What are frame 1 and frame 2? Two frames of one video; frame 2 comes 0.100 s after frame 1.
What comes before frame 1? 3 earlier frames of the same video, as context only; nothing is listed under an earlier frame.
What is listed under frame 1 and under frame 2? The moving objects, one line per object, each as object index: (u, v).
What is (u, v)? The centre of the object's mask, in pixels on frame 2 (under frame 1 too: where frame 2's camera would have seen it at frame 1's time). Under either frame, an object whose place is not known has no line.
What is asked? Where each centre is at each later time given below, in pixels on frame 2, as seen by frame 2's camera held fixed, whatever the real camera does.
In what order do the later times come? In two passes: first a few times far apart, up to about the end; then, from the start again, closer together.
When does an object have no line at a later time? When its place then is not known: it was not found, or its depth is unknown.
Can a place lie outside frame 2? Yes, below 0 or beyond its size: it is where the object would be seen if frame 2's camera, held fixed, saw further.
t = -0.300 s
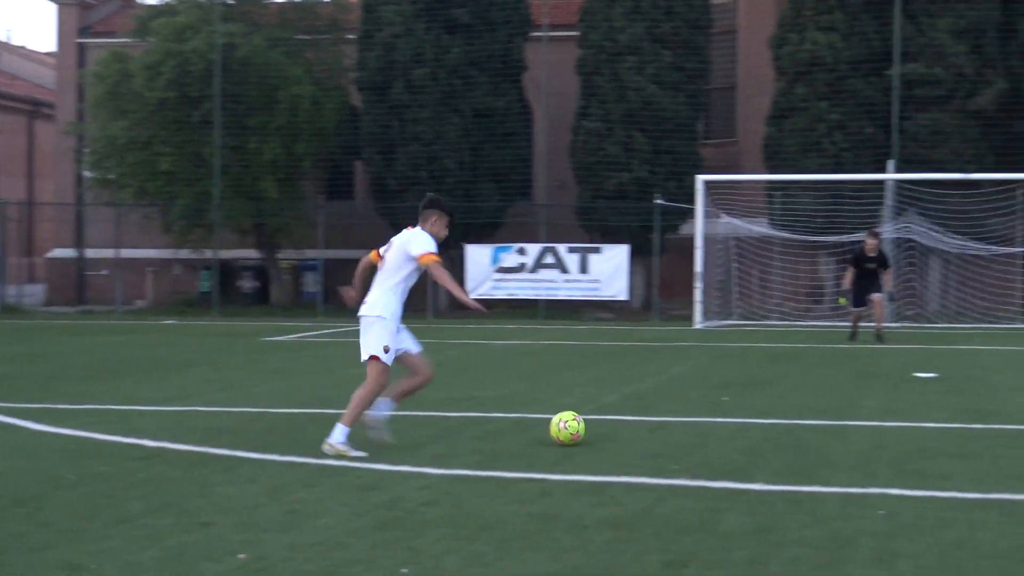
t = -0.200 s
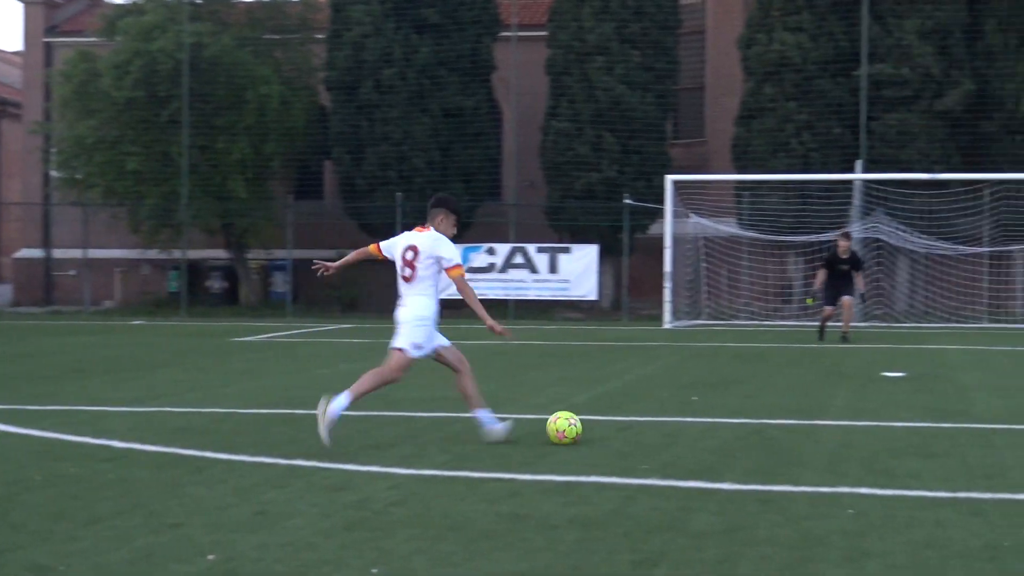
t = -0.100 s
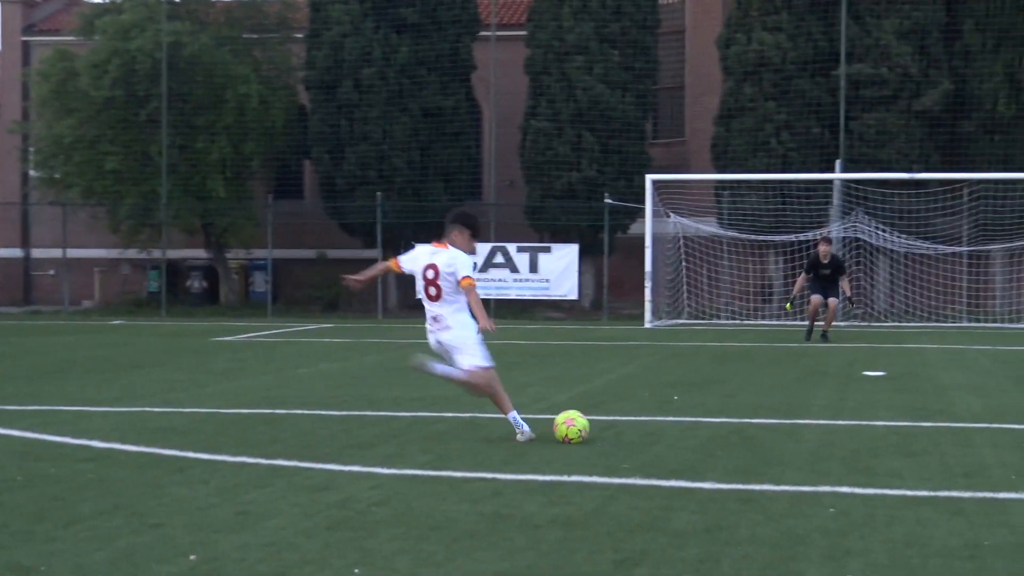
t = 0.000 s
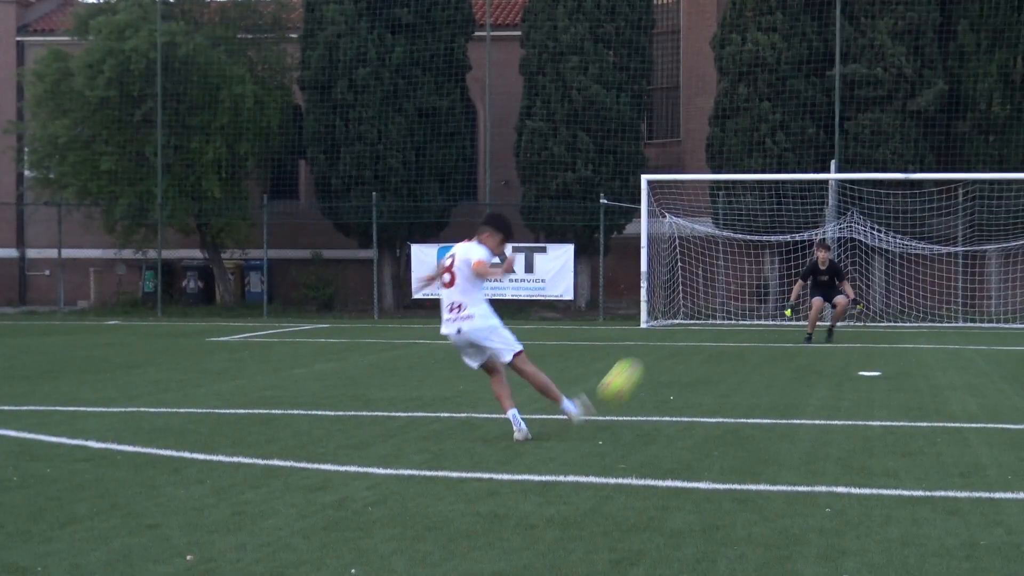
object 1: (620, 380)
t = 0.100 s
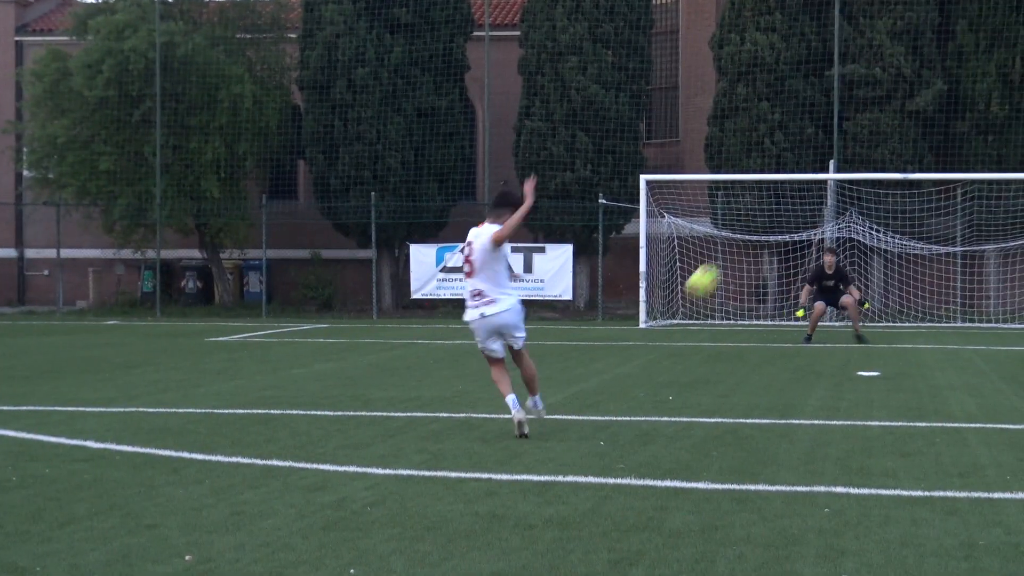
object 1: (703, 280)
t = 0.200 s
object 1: (765, 215)
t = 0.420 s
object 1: (862, 137)
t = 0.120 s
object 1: (717, 266)
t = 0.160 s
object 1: (742, 238)
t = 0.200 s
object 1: (765, 215)
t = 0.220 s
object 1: (776, 206)
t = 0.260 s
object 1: (796, 189)
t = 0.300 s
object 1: (816, 172)
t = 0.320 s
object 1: (825, 165)
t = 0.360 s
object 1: (842, 152)
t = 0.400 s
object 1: (856, 142)
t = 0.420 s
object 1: (862, 137)
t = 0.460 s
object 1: (874, 128)
